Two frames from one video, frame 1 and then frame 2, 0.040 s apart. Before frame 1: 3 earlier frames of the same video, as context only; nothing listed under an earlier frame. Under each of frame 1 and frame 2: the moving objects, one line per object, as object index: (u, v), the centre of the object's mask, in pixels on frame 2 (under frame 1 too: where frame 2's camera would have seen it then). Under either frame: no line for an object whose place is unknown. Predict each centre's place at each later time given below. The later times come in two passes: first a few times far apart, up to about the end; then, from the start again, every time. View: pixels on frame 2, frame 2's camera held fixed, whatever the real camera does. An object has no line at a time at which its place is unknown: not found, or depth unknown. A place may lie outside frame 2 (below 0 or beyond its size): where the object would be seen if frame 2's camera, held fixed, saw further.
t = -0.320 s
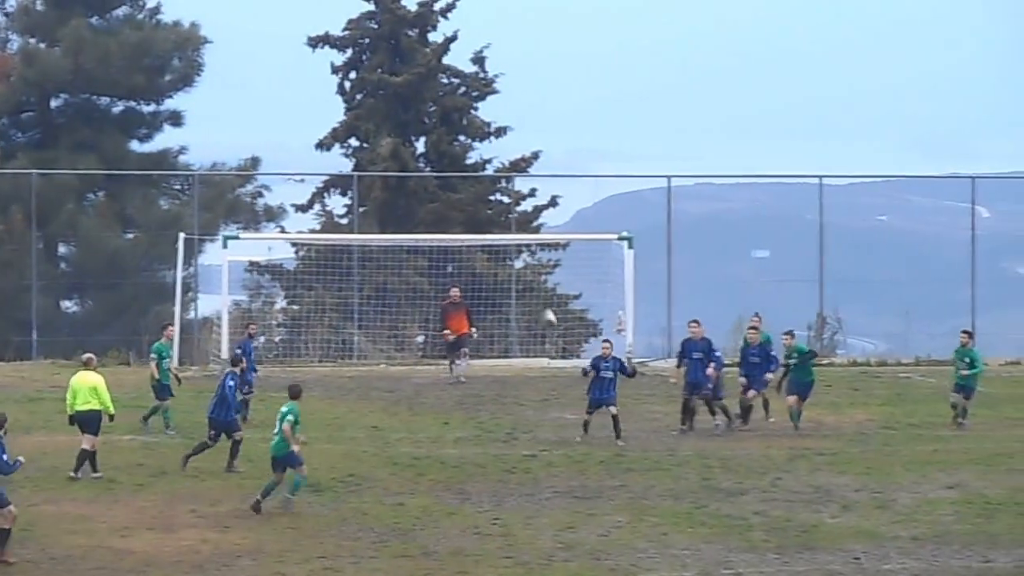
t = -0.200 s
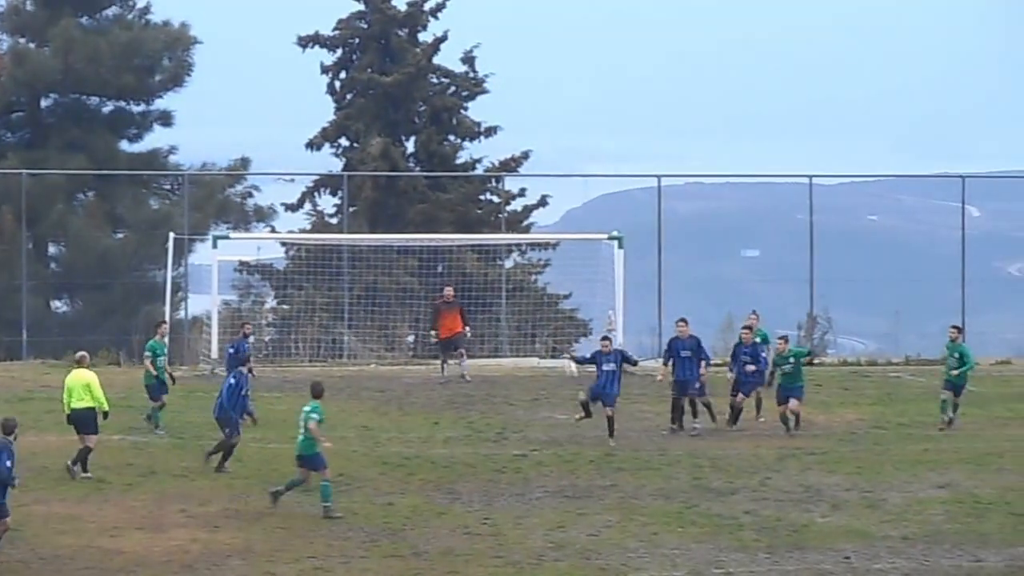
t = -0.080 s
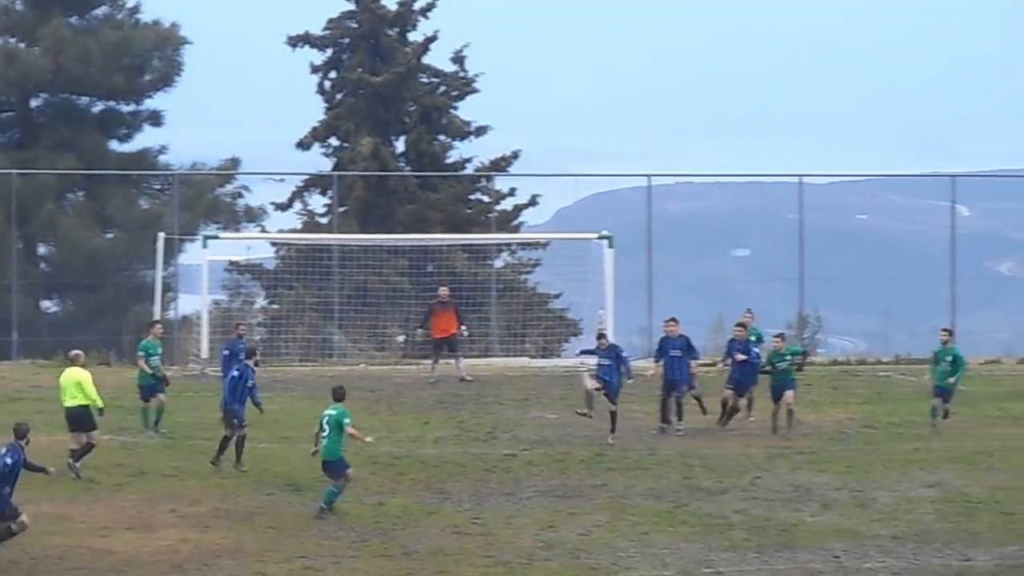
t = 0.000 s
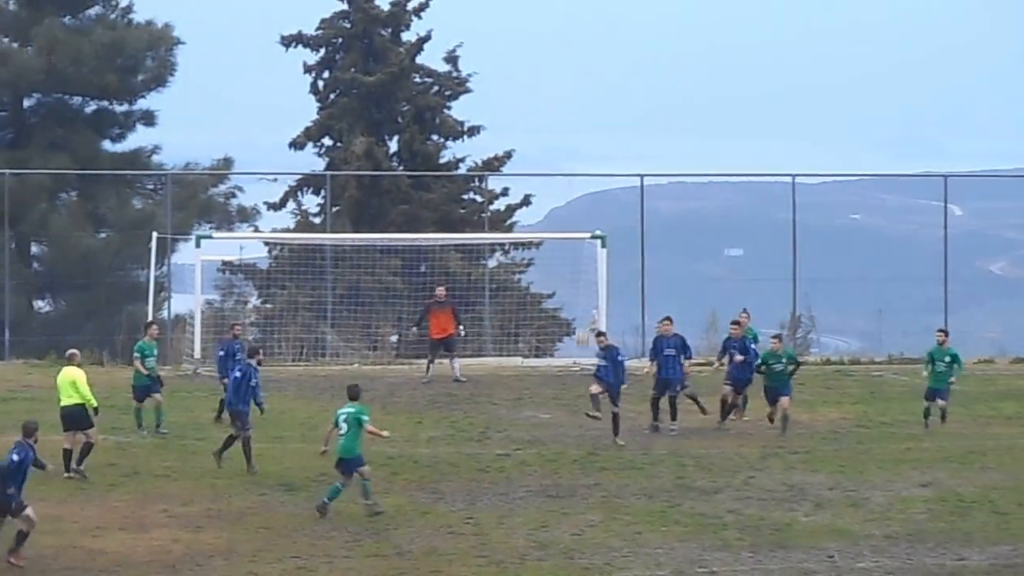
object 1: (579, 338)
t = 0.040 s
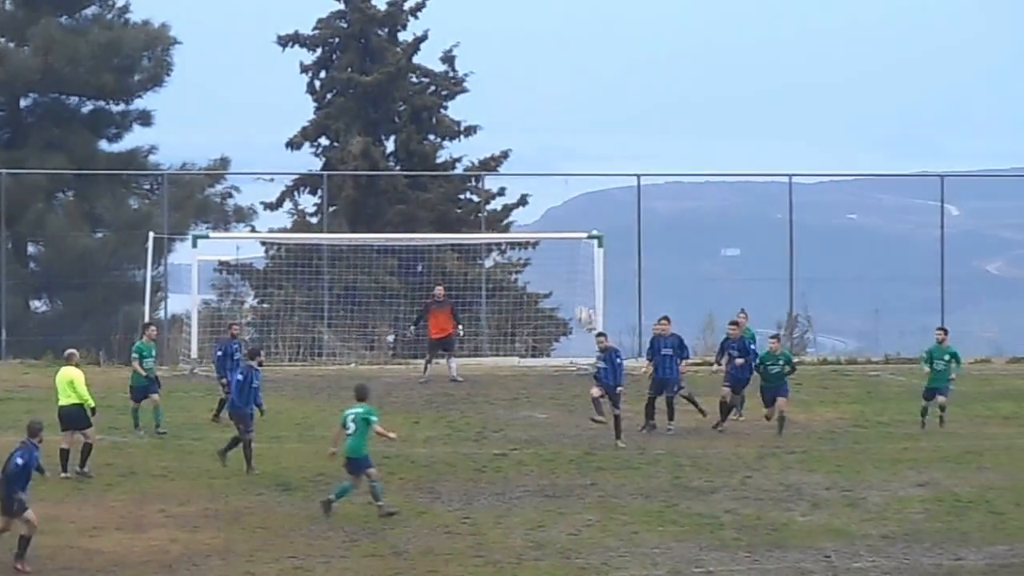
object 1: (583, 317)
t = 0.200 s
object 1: (594, 239)
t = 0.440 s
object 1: (620, 155)
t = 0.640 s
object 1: (653, 111)
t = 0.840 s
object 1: (693, 94)
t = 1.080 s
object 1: (754, 114)
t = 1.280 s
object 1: (811, 164)
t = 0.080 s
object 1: (584, 296)
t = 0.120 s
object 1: (587, 277)
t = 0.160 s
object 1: (589, 260)
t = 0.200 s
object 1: (594, 239)
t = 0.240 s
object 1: (597, 222)
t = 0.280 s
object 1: (601, 206)
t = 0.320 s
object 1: (605, 194)
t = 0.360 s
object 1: (610, 179)
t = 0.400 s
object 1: (615, 166)
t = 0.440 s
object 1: (620, 155)
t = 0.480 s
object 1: (626, 143)
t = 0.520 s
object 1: (631, 133)
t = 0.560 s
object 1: (638, 124)
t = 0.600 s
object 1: (646, 116)
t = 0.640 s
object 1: (653, 111)
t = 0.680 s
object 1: (661, 105)
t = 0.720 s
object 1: (668, 100)
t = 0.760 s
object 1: (676, 96)
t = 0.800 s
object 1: (684, 95)
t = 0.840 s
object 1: (693, 94)
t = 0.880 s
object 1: (703, 94)
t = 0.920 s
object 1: (712, 95)
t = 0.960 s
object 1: (722, 99)
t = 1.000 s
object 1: (732, 103)
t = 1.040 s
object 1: (743, 107)
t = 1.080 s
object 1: (754, 114)
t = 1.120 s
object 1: (764, 121)
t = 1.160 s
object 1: (775, 130)
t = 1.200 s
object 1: (787, 140)
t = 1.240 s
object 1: (799, 151)
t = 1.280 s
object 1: (811, 164)
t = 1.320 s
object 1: (823, 179)
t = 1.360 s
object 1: (836, 194)
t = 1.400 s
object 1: (850, 211)
